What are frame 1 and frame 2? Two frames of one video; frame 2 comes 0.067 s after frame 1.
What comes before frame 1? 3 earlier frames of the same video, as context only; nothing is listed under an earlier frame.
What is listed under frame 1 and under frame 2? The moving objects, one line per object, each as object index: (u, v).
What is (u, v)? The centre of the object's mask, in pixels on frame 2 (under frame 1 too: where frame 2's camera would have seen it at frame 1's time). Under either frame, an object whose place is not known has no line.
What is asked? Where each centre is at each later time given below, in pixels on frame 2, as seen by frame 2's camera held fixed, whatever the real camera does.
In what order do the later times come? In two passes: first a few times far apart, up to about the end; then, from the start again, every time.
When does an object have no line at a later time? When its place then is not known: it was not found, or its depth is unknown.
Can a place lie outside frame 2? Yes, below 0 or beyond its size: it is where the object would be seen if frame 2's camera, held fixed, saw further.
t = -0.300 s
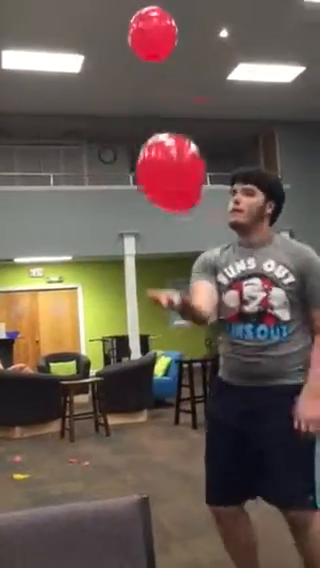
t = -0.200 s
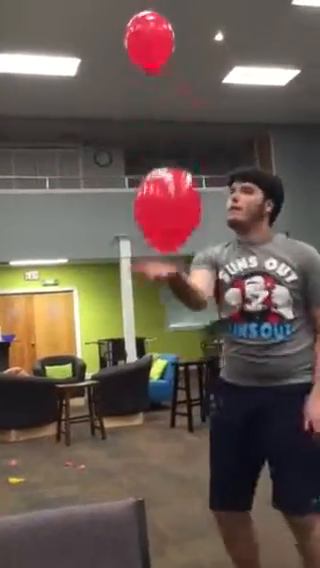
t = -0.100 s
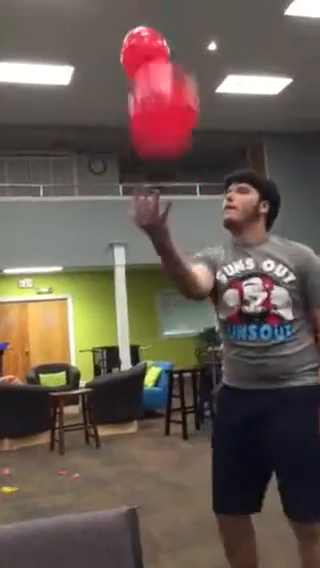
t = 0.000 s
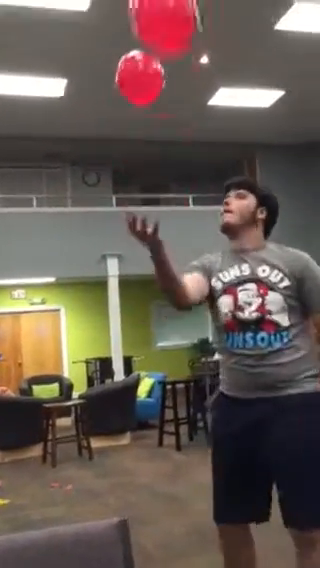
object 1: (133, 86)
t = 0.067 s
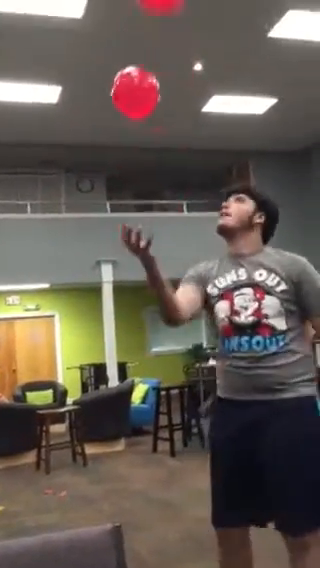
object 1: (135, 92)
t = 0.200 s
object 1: (139, 110)
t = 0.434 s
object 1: (144, 153)
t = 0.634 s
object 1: (150, 198)
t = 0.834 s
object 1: (158, 252)
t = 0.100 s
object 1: (136, 97)
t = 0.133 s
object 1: (137, 101)
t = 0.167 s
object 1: (138, 106)
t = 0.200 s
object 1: (139, 110)
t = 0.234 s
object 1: (139, 116)
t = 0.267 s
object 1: (141, 122)
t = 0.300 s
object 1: (142, 127)
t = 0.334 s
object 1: (142, 134)
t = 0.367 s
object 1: (143, 140)
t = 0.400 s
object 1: (143, 147)
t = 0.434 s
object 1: (144, 153)
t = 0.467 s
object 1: (145, 160)
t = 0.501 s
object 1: (146, 168)
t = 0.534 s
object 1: (147, 176)
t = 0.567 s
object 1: (147, 183)
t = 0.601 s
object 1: (148, 191)
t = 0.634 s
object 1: (150, 198)
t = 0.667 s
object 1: (151, 207)
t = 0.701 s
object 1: (152, 216)
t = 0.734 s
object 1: (154, 225)
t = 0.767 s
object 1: (155, 234)
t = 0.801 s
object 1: (156, 243)
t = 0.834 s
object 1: (158, 252)
